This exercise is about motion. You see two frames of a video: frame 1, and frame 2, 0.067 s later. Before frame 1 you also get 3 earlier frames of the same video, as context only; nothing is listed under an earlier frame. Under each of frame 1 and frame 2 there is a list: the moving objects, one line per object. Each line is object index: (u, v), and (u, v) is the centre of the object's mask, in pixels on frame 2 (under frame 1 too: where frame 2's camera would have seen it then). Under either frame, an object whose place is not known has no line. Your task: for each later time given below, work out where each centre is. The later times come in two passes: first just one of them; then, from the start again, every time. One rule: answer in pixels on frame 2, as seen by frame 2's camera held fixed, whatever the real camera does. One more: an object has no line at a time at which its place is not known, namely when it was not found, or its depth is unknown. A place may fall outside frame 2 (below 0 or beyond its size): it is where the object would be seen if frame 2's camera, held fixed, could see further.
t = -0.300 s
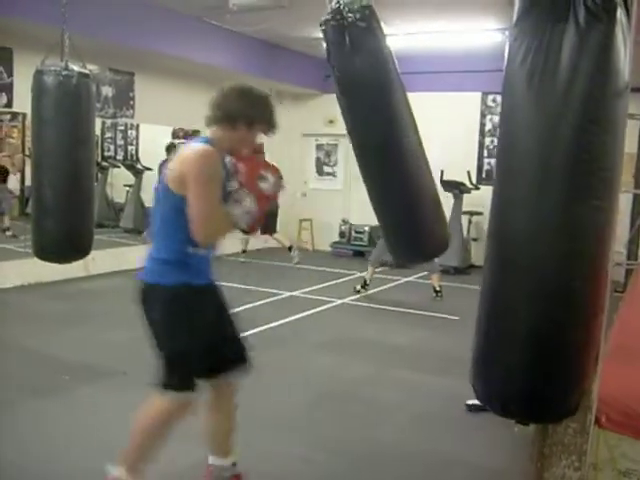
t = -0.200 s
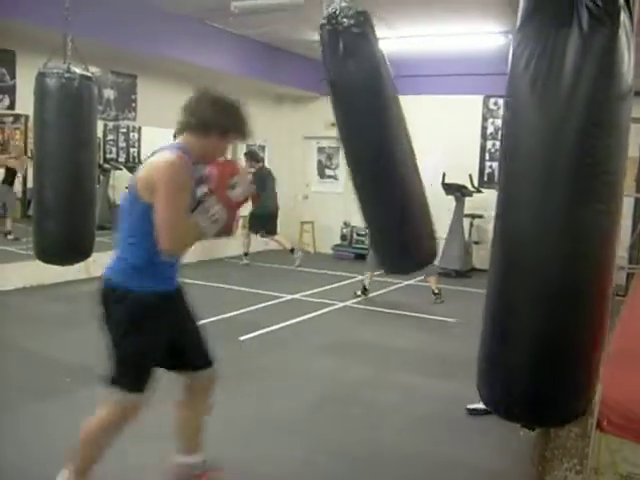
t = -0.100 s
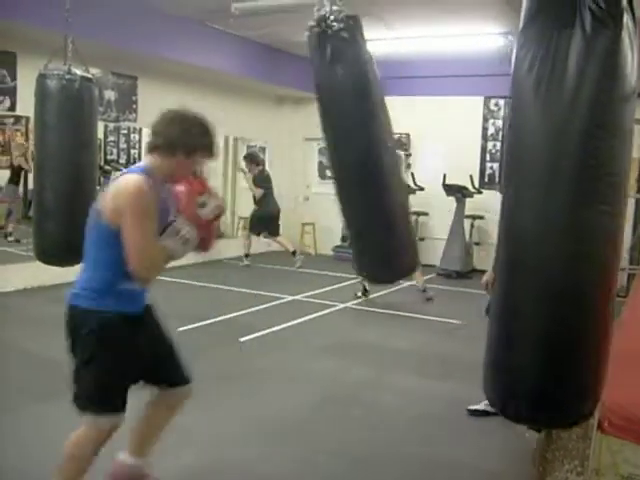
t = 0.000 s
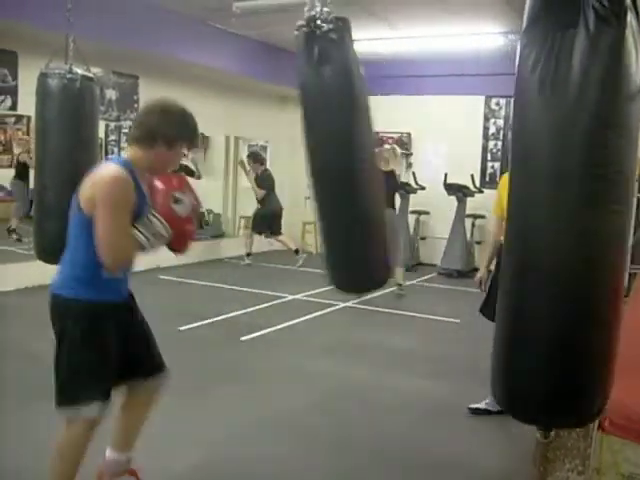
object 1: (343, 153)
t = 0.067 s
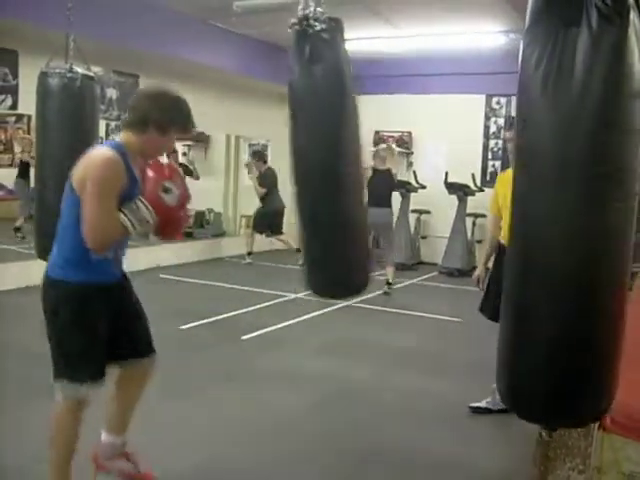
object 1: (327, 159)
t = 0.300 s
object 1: (255, 158)
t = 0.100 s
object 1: (318, 159)
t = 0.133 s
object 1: (308, 161)
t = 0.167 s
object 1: (298, 160)
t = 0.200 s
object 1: (288, 159)
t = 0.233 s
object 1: (277, 161)
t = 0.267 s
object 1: (267, 161)
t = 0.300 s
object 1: (255, 158)
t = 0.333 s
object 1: (244, 158)
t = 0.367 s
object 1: (234, 157)
